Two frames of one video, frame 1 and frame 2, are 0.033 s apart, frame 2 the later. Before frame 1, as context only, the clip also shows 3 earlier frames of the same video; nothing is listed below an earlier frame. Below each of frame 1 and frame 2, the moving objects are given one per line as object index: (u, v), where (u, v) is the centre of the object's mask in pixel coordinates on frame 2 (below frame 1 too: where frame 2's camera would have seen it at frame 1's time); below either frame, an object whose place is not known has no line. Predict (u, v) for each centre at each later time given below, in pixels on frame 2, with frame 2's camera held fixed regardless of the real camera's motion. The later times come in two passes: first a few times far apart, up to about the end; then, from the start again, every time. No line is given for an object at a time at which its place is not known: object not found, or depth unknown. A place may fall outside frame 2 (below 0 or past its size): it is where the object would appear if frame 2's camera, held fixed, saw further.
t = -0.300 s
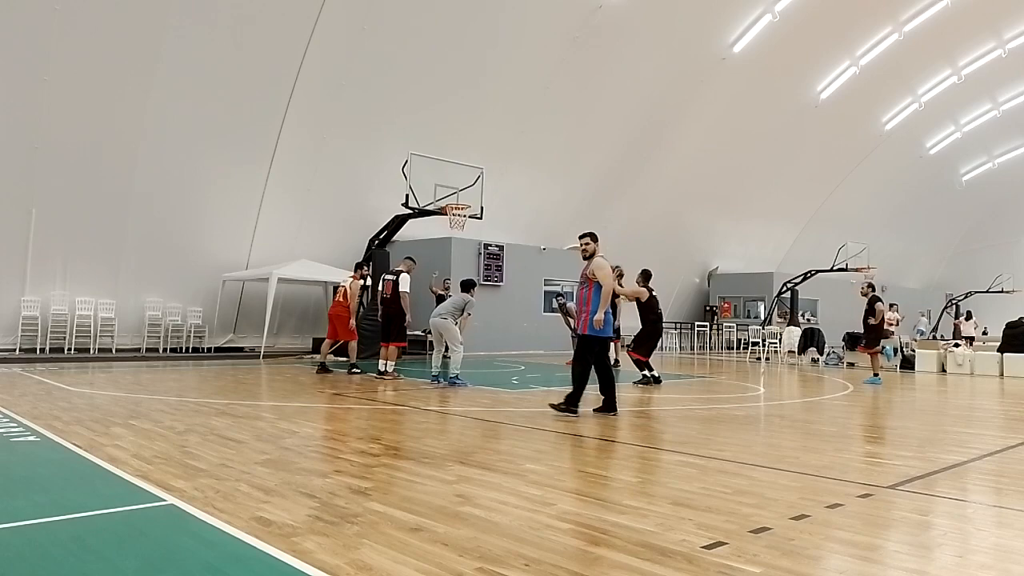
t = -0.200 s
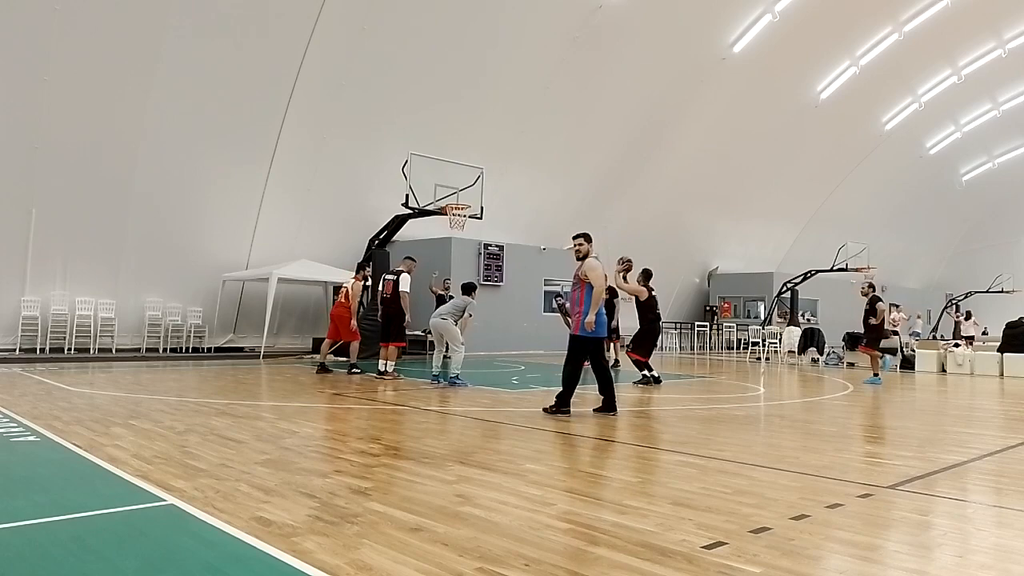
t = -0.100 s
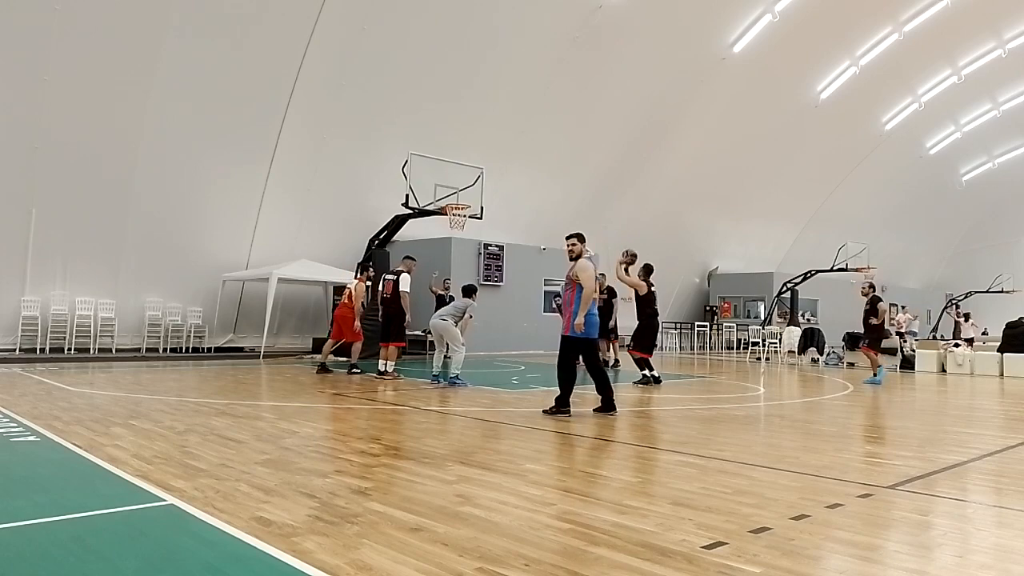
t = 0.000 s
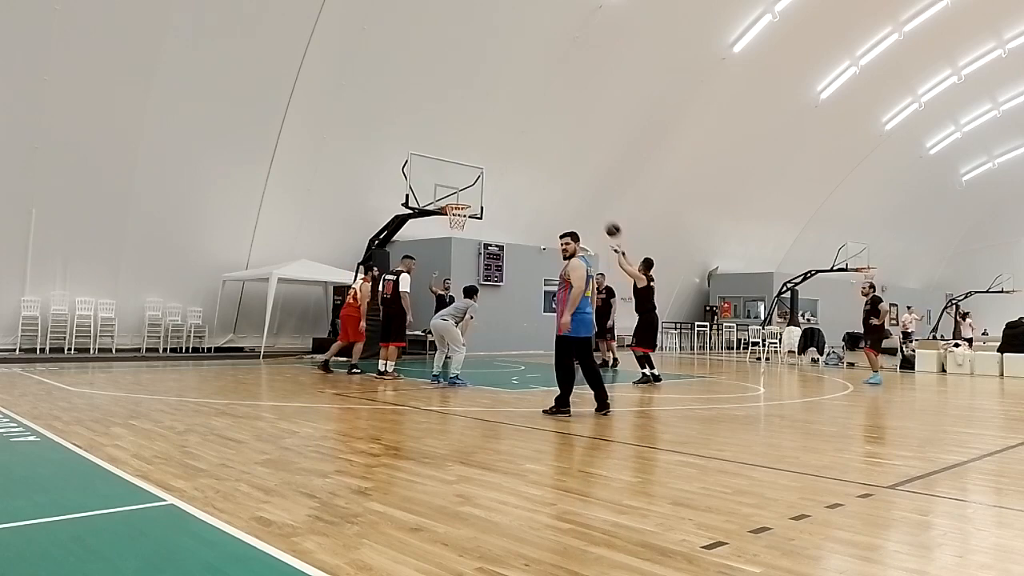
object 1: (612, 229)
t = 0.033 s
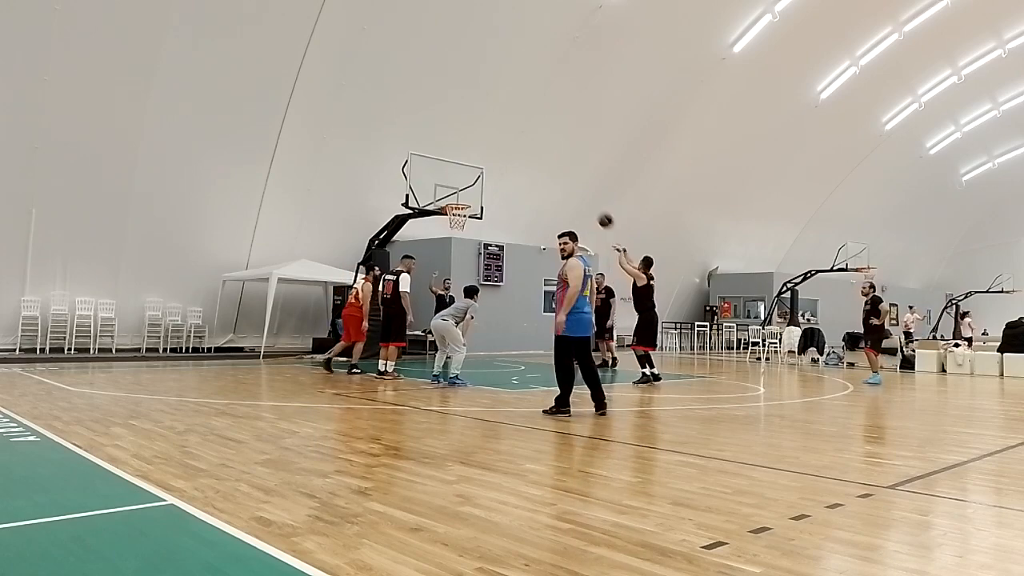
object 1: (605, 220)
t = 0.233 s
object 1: (564, 180)
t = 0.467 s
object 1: (522, 168)
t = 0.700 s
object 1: (484, 185)
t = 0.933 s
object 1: (463, 192)
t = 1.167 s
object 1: (464, 194)
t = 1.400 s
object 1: (474, 198)
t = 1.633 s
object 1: (481, 213)
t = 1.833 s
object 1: (486, 248)
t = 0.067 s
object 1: (598, 211)
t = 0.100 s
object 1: (591, 203)
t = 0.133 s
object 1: (584, 196)
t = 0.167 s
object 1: (577, 190)
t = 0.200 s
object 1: (570, 185)
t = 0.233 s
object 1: (564, 180)
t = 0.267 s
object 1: (558, 177)
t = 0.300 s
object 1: (551, 174)
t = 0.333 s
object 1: (546, 171)
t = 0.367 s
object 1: (539, 170)
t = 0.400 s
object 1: (533, 169)
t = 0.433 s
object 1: (528, 168)
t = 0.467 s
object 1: (522, 168)
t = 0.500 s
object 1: (516, 169)
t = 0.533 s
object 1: (511, 170)
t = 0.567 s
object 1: (505, 172)
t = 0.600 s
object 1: (500, 175)
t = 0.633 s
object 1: (494, 177)
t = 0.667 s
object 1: (489, 181)
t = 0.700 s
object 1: (484, 185)
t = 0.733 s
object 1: (479, 190)
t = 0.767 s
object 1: (474, 194)
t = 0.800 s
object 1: (470, 199)
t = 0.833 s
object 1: (468, 196)
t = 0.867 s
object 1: (467, 194)
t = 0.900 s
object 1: (465, 193)
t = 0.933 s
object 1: (463, 192)
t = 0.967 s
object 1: (462, 192)
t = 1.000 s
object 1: (460, 193)
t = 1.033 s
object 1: (458, 194)
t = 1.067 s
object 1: (458, 194)
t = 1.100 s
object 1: (460, 193)
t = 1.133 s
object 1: (462, 193)
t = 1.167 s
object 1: (464, 194)
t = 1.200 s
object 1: (465, 195)
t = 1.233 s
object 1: (467, 197)
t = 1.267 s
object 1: (469, 199)
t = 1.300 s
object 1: (471, 199)
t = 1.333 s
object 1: (472, 198)
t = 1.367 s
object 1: (473, 198)
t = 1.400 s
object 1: (474, 198)
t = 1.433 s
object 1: (475, 198)
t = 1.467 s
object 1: (476, 199)
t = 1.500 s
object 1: (477, 201)
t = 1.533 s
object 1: (478, 203)
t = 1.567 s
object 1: (479, 206)
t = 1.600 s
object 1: (480, 209)
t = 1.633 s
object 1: (481, 213)
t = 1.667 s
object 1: (482, 217)
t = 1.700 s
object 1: (483, 222)
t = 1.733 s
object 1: (484, 228)
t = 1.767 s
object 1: (485, 234)
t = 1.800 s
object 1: (485, 241)
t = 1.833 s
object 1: (486, 248)
